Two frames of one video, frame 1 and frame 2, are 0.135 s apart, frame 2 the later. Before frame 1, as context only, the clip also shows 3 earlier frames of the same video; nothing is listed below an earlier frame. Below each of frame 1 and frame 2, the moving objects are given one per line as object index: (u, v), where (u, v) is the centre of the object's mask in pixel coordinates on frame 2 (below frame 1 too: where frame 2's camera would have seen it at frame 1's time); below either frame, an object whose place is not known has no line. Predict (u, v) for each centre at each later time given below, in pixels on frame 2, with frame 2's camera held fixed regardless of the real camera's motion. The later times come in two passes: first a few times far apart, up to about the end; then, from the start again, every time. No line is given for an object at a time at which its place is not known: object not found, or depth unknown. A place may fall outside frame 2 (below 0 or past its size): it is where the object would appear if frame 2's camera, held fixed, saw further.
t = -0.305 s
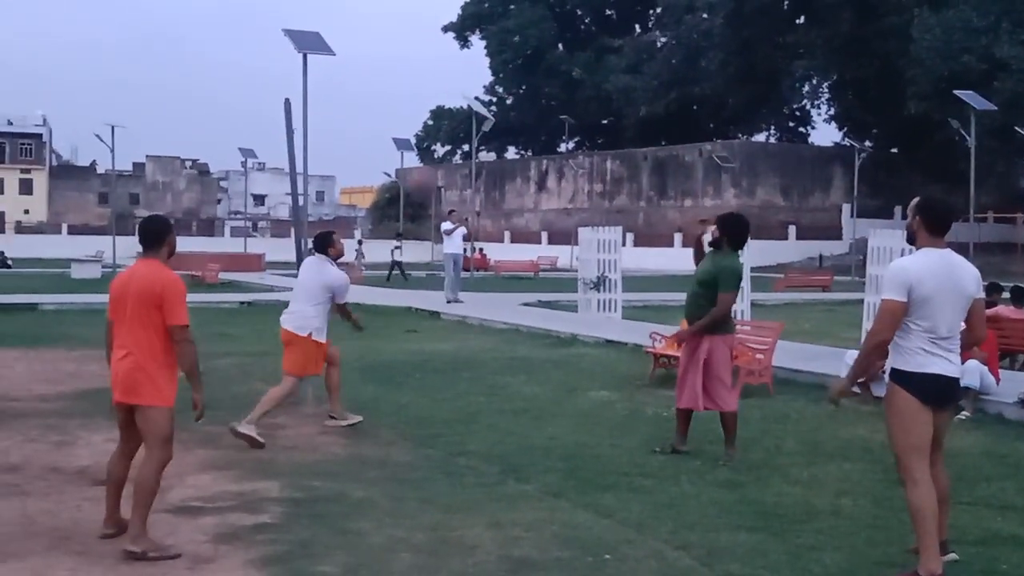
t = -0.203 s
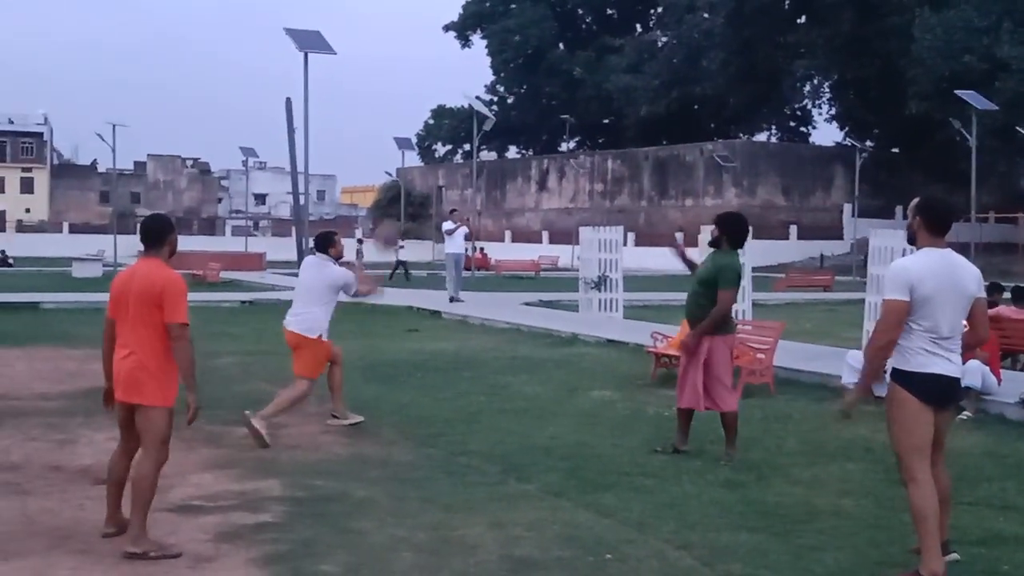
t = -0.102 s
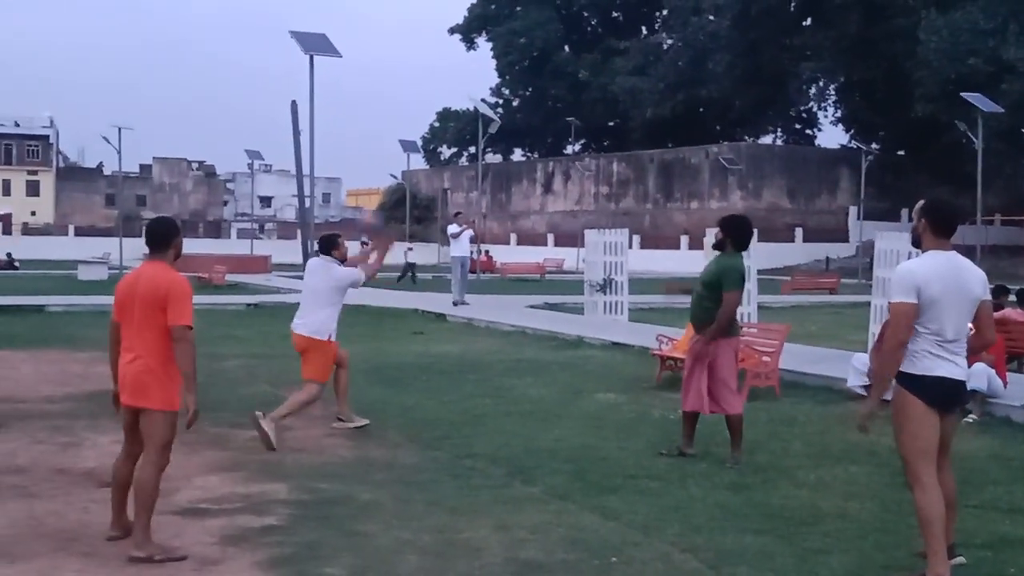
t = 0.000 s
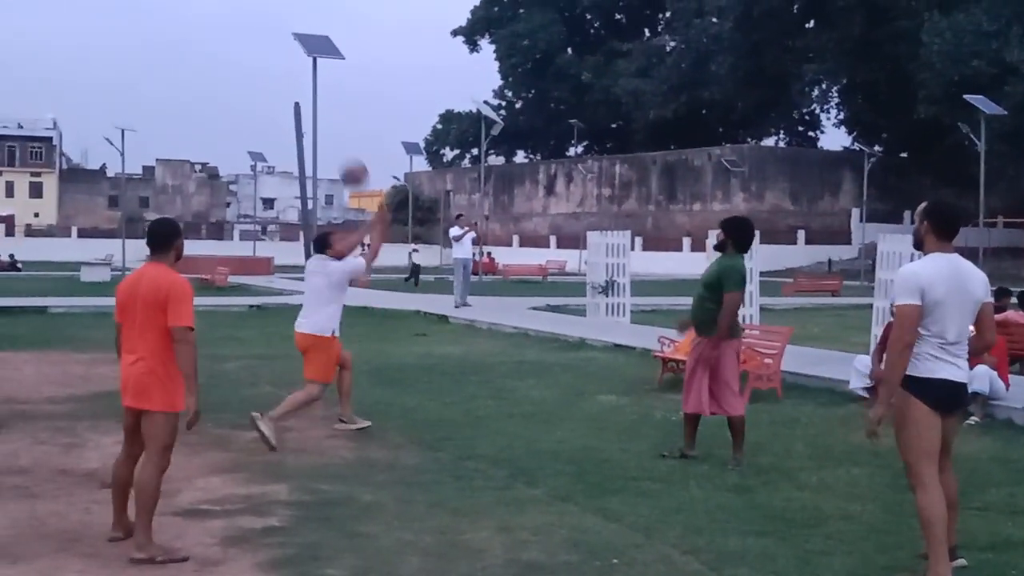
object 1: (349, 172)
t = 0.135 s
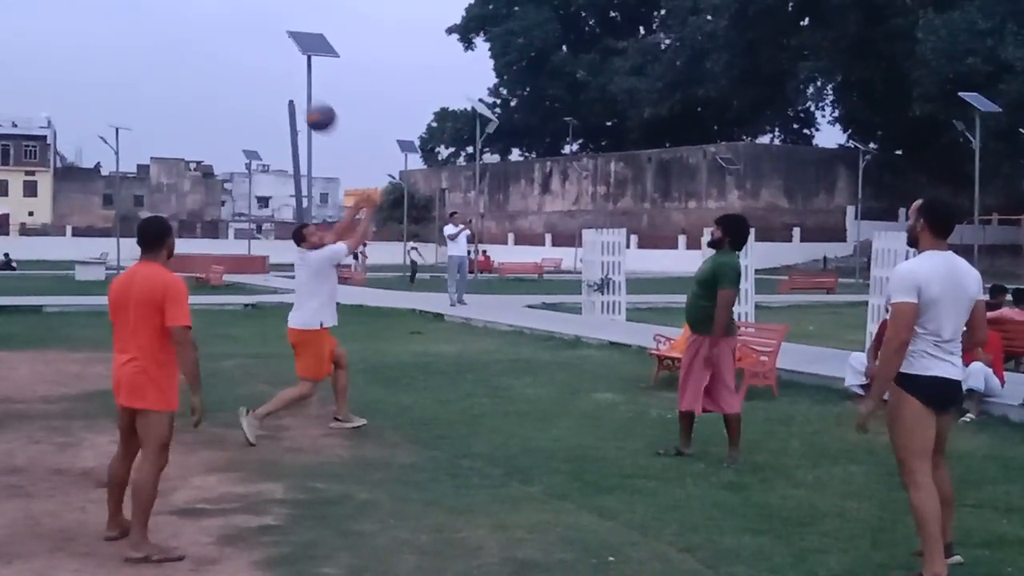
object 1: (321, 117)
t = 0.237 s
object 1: (297, 89)
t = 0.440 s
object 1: (240, 76)
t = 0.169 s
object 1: (313, 107)
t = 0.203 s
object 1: (305, 97)
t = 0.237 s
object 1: (297, 89)
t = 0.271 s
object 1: (289, 82)
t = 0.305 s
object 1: (280, 78)
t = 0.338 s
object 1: (270, 74)
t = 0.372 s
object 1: (260, 73)
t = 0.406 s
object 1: (250, 74)
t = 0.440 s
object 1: (240, 76)
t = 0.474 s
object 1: (228, 80)
